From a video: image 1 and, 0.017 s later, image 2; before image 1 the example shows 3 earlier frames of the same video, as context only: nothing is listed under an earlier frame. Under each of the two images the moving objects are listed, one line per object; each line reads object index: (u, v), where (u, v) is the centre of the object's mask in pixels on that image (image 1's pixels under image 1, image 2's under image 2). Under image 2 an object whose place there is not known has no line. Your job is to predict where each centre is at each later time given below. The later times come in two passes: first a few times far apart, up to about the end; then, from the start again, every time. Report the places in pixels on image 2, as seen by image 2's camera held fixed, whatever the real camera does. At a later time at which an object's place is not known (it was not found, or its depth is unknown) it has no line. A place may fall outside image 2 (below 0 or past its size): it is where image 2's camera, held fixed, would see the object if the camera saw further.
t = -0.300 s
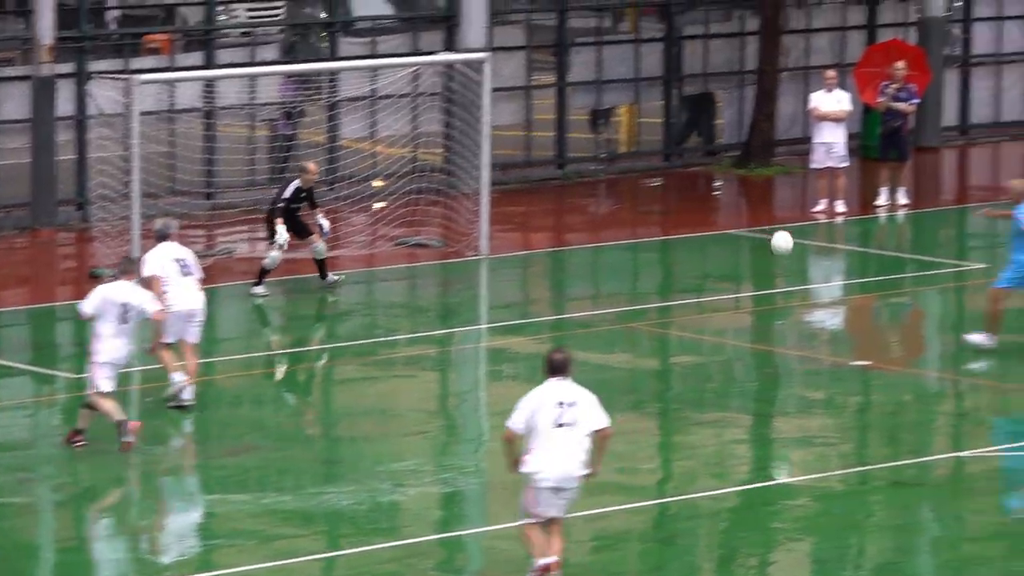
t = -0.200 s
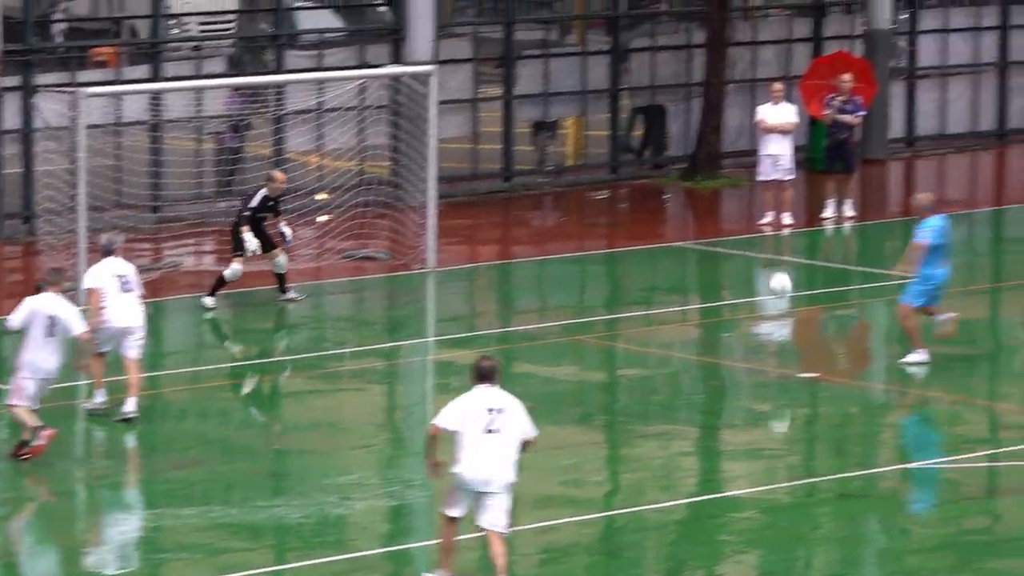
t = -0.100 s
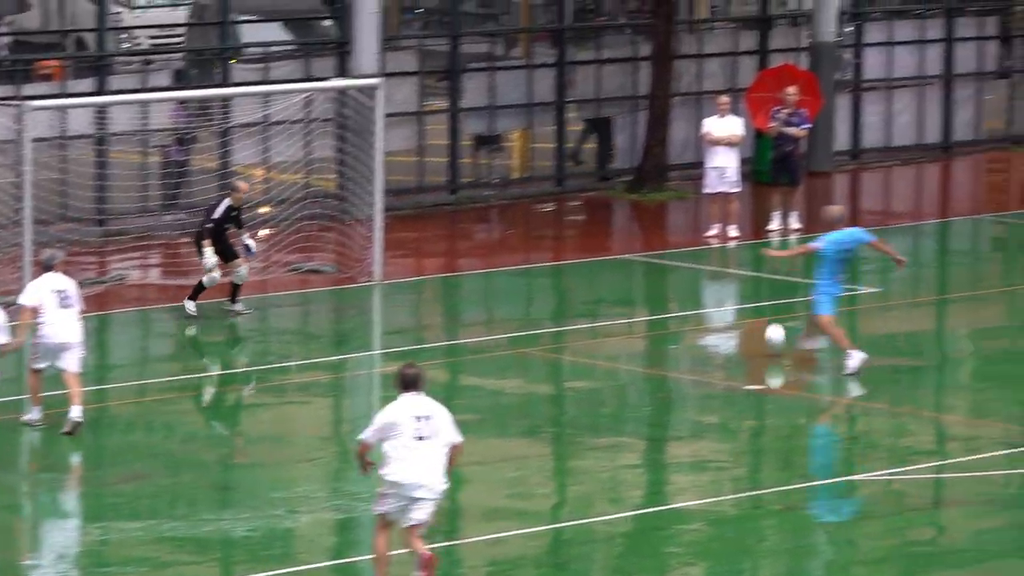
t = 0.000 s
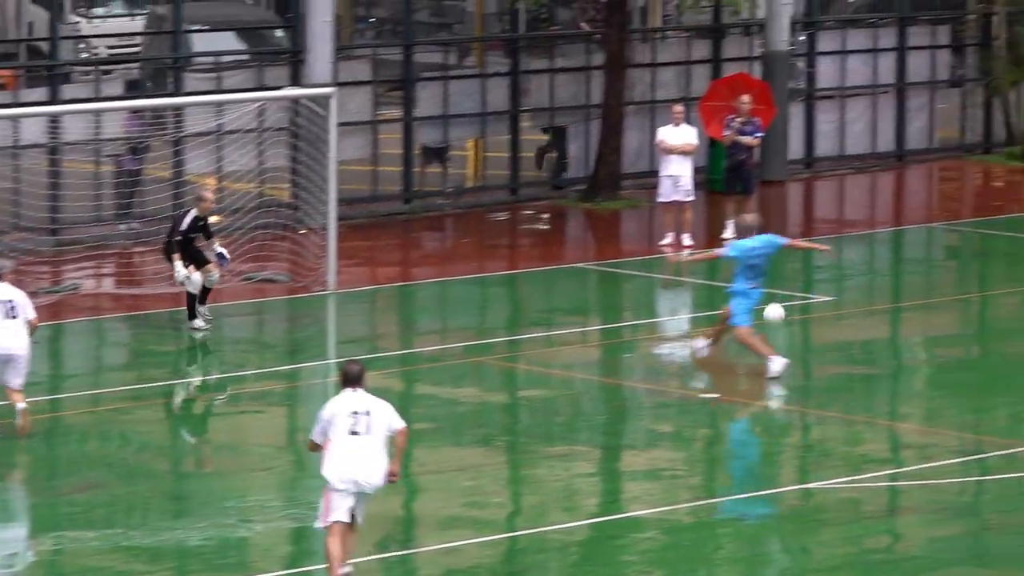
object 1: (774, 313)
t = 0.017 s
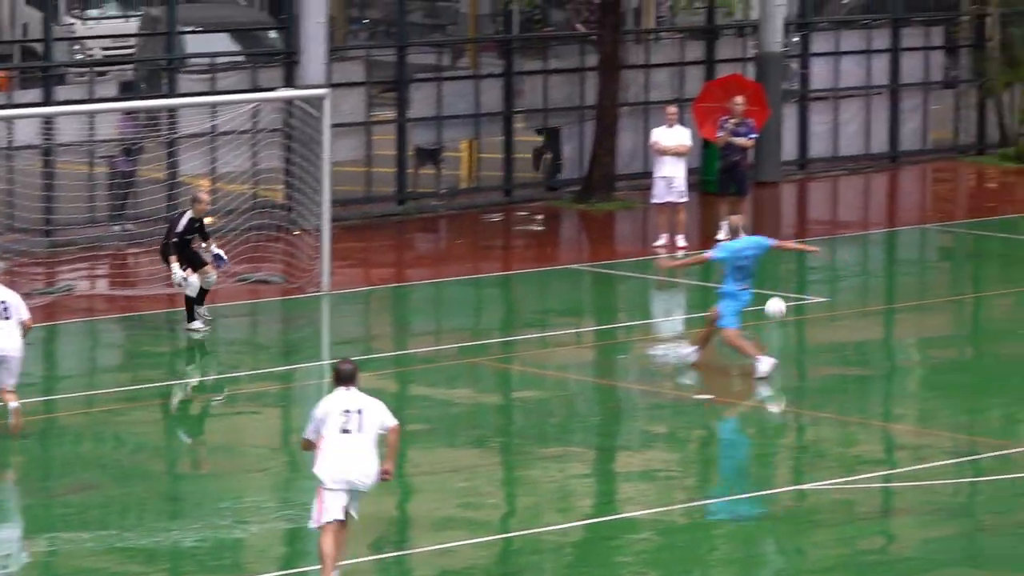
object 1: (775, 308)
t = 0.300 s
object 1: (893, 236)
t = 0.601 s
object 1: (1005, 252)
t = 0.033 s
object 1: (782, 301)
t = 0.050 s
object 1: (790, 295)
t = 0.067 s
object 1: (797, 289)
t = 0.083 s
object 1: (804, 283)
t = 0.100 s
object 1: (811, 277)
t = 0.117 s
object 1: (818, 272)
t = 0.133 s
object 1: (824, 267)
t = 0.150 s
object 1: (832, 262)
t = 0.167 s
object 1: (838, 257)
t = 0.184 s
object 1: (846, 253)
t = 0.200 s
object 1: (852, 249)
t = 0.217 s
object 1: (859, 247)
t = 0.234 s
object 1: (866, 244)
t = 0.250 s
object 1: (873, 241)
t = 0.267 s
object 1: (879, 239)
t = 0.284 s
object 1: (886, 237)
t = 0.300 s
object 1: (893, 236)
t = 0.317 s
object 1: (899, 234)
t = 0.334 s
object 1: (906, 232)
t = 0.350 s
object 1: (912, 232)
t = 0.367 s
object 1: (918, 232)
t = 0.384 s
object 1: (925, 231)
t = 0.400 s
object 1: (931, 231)
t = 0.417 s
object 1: (937, 231)
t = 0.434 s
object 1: (943, 232)
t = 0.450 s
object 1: (950, 233)
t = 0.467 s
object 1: (956, 234)
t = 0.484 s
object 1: (962, 235)
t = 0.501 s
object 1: (969, 237)
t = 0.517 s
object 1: (975, 239)
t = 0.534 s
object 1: (981, 241)
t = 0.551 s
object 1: (987, 243)
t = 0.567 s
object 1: (993, 246)
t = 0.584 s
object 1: (999, 249)
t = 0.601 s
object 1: (1005, 252)
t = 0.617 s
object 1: (1010, 256)
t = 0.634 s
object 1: (1016, 259)
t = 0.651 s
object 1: (1022, 264)
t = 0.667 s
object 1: (1029, 268)
